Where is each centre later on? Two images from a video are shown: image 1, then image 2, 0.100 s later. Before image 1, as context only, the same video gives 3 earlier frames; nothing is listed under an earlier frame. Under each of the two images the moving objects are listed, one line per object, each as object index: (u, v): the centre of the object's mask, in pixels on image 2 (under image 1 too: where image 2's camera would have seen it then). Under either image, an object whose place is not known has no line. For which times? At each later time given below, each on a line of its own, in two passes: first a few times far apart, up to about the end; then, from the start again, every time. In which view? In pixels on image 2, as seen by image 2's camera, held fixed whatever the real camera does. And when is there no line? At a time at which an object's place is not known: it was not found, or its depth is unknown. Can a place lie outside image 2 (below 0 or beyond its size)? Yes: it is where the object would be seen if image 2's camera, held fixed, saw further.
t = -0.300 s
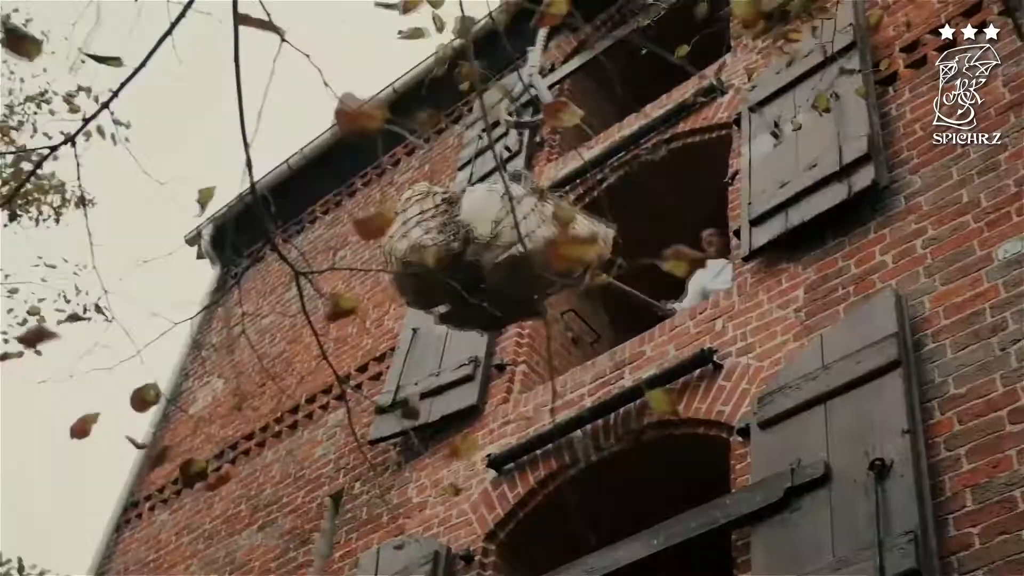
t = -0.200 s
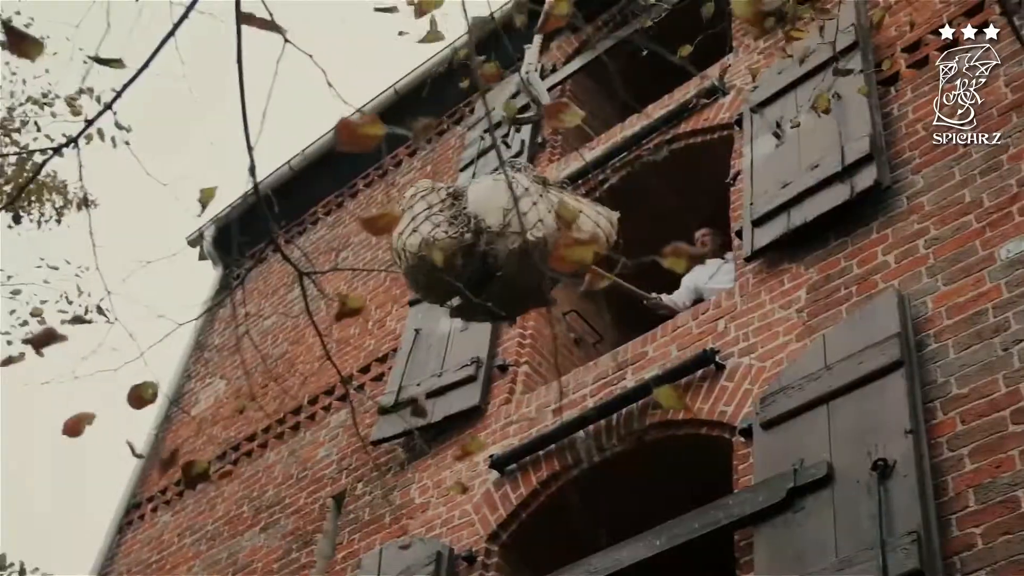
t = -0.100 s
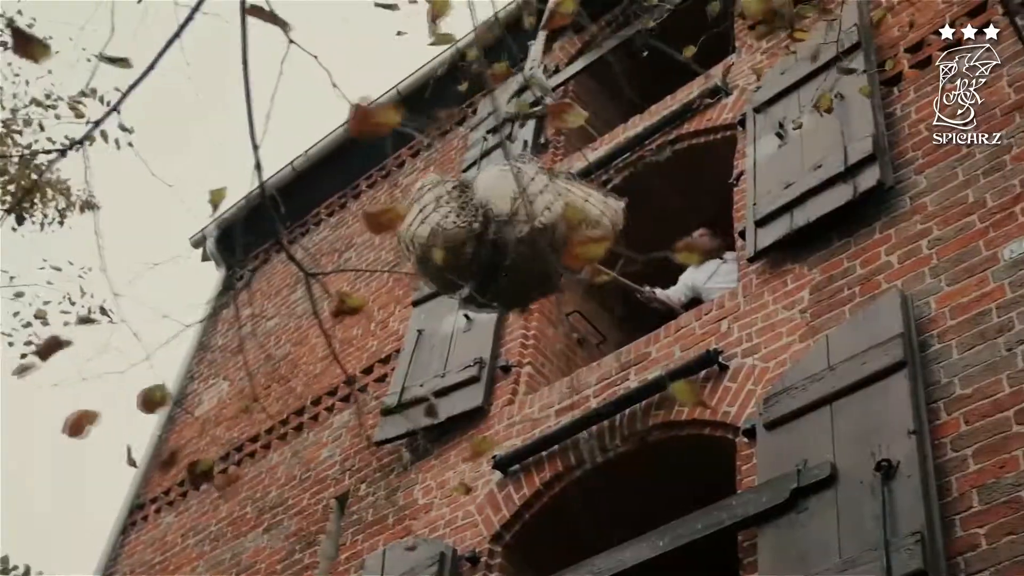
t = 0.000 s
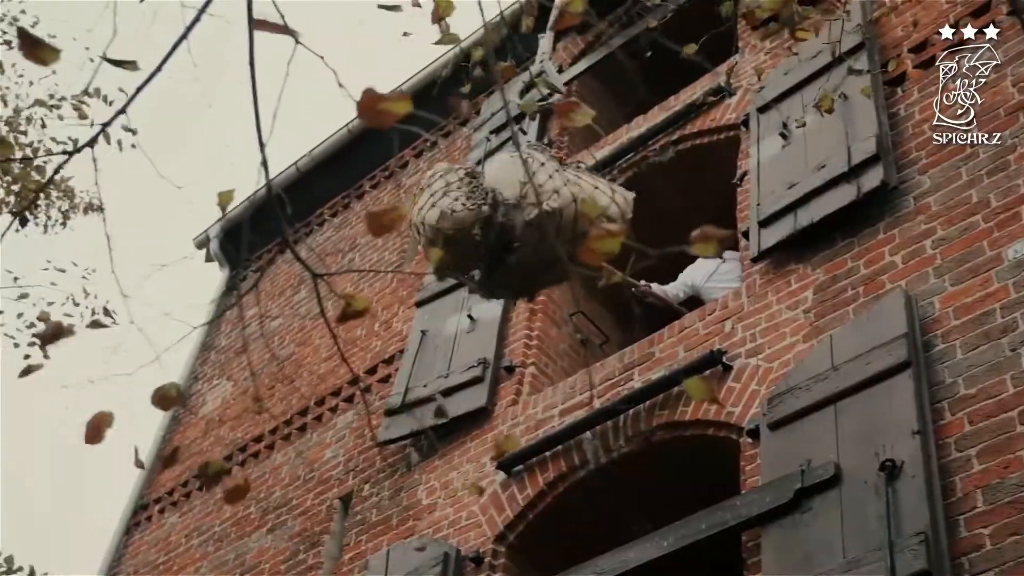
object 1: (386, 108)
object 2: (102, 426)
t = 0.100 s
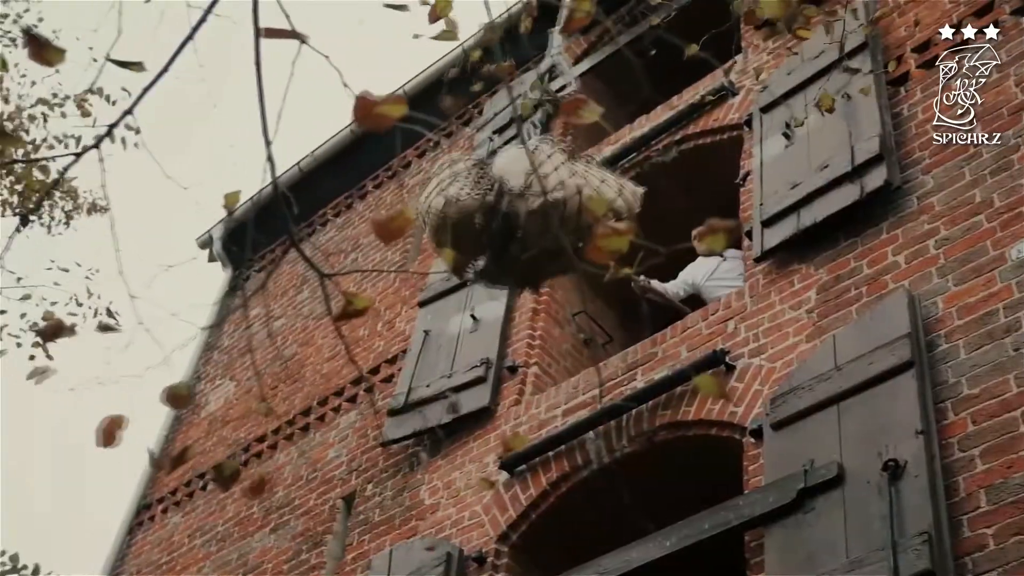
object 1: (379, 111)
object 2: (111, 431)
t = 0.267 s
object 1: (379, 125)
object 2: (123, 431)
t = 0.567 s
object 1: (381, 112)
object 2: (120, 430)
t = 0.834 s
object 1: (380, 112)
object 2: (95, 423)
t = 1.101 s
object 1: (391, 97)
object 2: (98, 424)
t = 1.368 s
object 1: (388, 91)
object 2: (111, 426)
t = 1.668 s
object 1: (395, 106)
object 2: (115, 426)
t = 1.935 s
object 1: (377, 107)
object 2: (102, 420)
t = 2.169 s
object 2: (101, 417)
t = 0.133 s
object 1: (375, 115)
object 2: (114, 431)
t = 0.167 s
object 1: (375, 120)
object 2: (119, 432)
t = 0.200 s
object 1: (375, 124)
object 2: (122, 431)
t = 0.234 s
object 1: (377, 125)
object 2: (124, 431)
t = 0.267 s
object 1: (379, 125)
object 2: (123, 431)
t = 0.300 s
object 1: (382, 122)
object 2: (122, 431)
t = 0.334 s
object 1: (385, 118)
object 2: (121, 432)
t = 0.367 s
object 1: (388, 109)
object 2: (120, 432)
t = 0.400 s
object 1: (390, 101)
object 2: (123, 432)
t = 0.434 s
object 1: (389, 100)
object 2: (126, 431)
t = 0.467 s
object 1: (387, 100)
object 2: (127, 429)
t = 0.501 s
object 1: (385, 104)
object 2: (126, 429)
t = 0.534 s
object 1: (383, 109)
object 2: (124, 429)
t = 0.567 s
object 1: (381, 112)
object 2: (120, 430)
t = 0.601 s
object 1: (380, 113)
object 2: (116, 430)
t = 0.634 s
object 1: (379, 116)
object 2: (115, 430)
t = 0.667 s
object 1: (379, 119)
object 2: (114, 430)
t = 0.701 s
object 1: (378, 121)
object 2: (113, 430)
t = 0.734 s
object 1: (379, 122)
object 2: (110, 430)
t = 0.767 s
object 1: (380, 118)
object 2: (104, 428)
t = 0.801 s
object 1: (381, 115)
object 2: (97, 424)
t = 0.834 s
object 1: (380, 112)
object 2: (95, 423)
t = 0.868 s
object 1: (379, 111)
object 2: (96, 424)
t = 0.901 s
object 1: (379, 109)
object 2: (101, 425)
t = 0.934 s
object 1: (379, 107)
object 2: (105, 427)
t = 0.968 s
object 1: (384, 100)
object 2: (112, 428)
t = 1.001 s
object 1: (388, 96)
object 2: (114, 428)
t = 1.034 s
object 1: (388, 95)
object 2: (111, 427)
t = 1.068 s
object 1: (390, 96)
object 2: (103, 425)
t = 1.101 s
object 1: (391, 97)
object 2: (98, 424)
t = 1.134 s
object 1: (391, 98)
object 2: (94, 422)
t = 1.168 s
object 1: (391, 96)
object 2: (92, 420)
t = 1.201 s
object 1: (390, 92)
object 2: (95, 420)
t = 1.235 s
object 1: (390, 88)
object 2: (100, 424)
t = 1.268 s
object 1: (389, 88)
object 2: (106, 423)
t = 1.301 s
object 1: (388, 88)
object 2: (111, 425)
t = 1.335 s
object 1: (387, 90)
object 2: (111, 426)
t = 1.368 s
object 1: (388, 91)
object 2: (111, 426)
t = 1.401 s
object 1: (389, 92)
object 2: (107, 425)
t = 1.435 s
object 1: (393, 89)
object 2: (103, 424)
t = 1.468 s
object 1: (396, 84)
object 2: (101, 423)
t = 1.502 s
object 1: (397, 83)
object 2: (100, 423)
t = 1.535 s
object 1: (397, 83)
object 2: (102, 423)
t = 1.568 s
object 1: (396, 92)
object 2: (105, 423)
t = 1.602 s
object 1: (394, 103)
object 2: (108, 424)
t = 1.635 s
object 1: (396, 107)
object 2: (112, 425)
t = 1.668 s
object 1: (395, 106)
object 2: (115, 426)
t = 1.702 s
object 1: (393, 103)
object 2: (117, 426)
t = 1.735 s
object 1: (390, 103)
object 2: (117, 426)
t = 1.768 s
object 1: (387, 106)
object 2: (113, 425)
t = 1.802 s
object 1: (383, 112)
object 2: (109, 424)
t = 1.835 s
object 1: (380, 113)
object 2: (106, 422)
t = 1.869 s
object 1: (378, 111)
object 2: (105, 421)
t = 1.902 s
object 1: (377, 108)
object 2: (103, 421)
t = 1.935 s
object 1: (377, 107)
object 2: (102, 420)
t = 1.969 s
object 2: (99, 420)
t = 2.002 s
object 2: (100, 419)
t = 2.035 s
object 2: (103, 419)
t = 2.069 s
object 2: (105, 419)
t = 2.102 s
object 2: (105, 419)
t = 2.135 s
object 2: (103, 418)
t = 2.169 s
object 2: (101, 417)
